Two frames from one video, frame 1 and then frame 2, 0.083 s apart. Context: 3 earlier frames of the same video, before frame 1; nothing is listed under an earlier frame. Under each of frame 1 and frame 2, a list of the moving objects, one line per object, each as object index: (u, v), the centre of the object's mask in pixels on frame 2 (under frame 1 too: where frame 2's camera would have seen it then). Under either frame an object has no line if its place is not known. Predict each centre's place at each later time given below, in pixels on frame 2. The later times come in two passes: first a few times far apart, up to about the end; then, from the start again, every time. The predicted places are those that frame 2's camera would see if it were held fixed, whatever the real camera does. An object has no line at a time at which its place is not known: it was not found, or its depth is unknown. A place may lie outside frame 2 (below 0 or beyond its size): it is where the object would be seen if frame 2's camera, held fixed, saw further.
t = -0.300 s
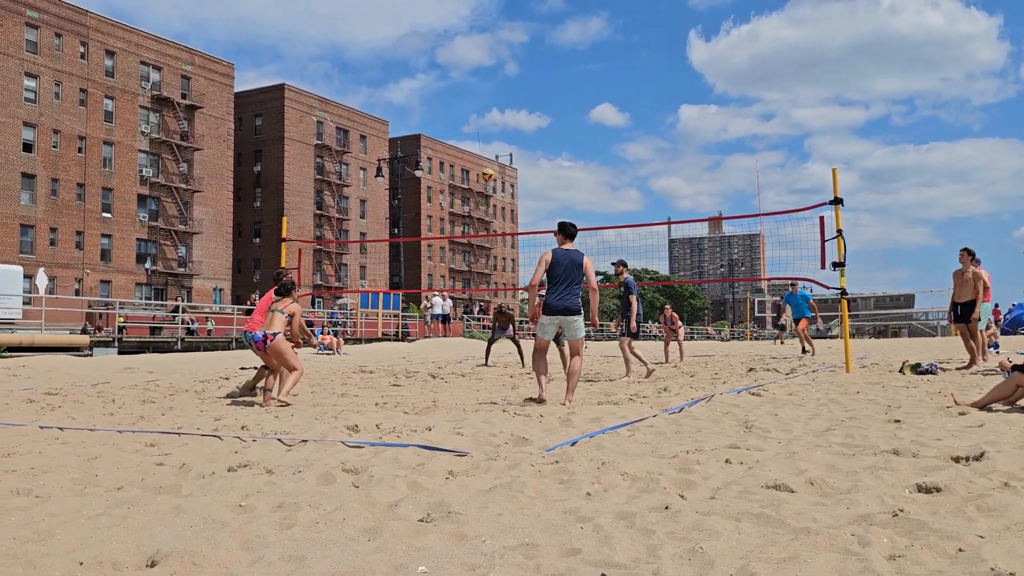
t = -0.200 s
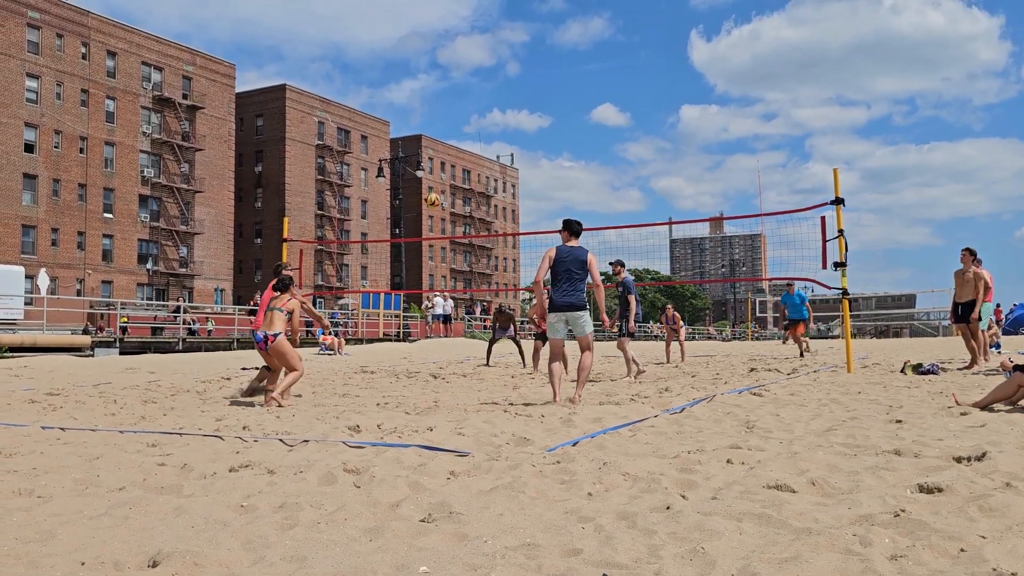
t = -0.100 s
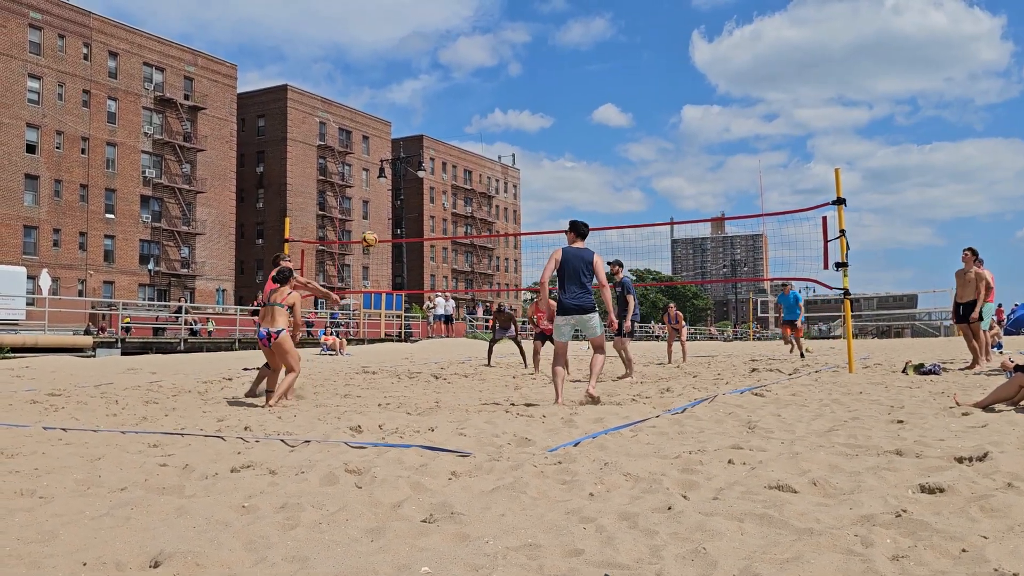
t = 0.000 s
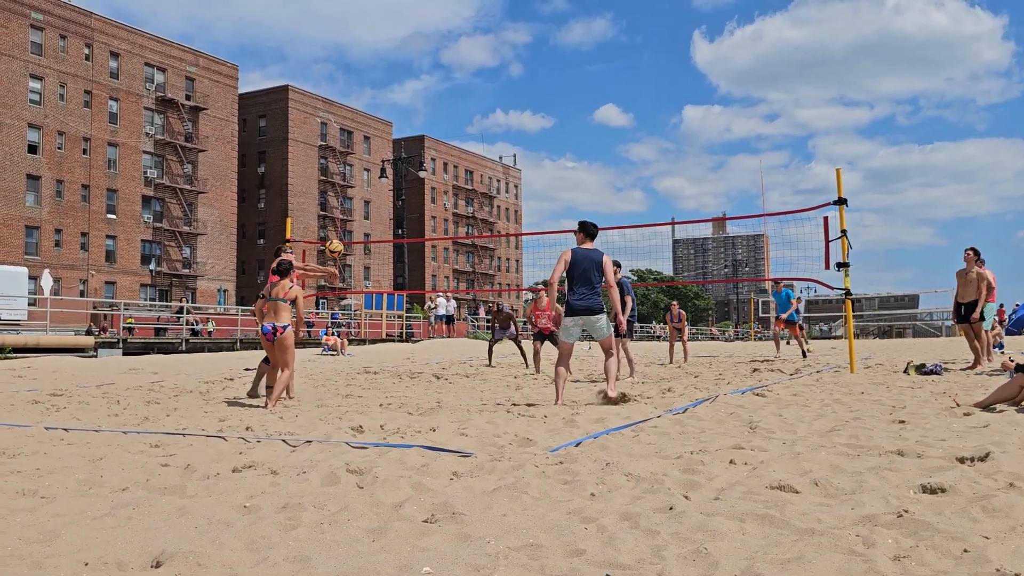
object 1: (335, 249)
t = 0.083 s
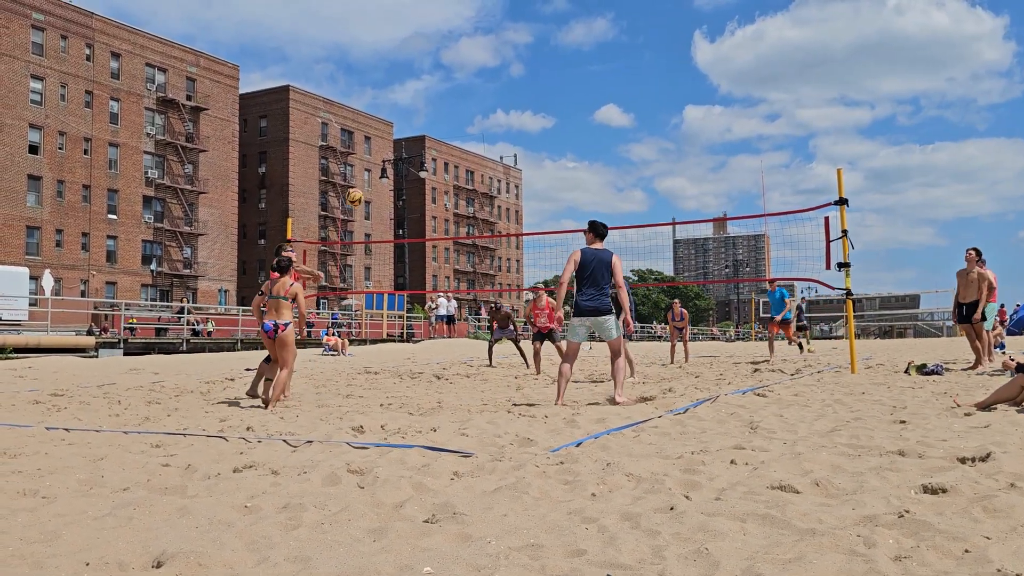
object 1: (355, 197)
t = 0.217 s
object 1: (385, 130)
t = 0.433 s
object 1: (433, 56)
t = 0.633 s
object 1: (476, 23)
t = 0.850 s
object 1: (521, 21)
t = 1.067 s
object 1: (564, 51)
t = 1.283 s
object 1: (607, 112)
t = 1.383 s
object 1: (626, 149)
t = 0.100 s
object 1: (358, 187)
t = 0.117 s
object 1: (362, 179)
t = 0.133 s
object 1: (366, 170)
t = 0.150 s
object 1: (370, 161)
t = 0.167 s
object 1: (374, 153)
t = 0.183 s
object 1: (378, 145)
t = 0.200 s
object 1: (381, 137)
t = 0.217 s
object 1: (385, 130)
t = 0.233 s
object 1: (389, 123)
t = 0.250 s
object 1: (393, 116)
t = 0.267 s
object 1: (396, 109)
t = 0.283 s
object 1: (400, 103)
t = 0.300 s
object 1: (404, 97)
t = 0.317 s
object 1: (408, 91)
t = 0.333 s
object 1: (411, 85)
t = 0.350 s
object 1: (415, 80)
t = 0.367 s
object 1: (419, 74)
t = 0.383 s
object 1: (422, 69)
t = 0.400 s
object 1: (426, 65)
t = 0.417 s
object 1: (430, 60)
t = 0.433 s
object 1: (433, 56)
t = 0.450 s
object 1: (437, 52)
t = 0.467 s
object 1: (440, 48)
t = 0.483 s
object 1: (444, 45)
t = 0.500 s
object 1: (448, 42)
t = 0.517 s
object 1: (451, 38)
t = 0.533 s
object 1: (455, 36)
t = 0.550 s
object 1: (459, 33)
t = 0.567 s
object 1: (462, 30)
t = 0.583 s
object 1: (466, 28)
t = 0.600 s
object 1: (469, 26)
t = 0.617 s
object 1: (473, 24)
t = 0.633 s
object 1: (476, 23)
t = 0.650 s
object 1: (480, 21)
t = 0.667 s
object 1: (483, 20)
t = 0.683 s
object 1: (487, 19)
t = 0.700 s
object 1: (490, 19)
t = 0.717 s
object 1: (494, 18)
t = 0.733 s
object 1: (497, 18)
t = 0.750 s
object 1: (501, 18)
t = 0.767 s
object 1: (504, 18)
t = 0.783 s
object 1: (508, 18)
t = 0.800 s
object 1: (511, 18)
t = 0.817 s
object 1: (514, 19)
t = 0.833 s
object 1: (518, 20)
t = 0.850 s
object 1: (521, 21)
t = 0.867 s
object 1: (525, 22)
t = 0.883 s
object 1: (528, 24)
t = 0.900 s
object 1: (531, 25)
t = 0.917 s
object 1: (534, 27)
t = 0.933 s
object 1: (538, 29)
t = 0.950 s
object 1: (541, 31)
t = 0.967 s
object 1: (545, 34)
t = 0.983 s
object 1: (548, 36)
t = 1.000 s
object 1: (551, 39)
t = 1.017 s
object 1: (555, 42)
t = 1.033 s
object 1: (558, 45)
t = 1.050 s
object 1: (561, 48)
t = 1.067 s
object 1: (564, 51)
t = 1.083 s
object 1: (568, 55)
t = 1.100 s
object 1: (571, 59)
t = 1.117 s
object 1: (574, 63)
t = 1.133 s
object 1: (578, 67)
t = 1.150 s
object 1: (581, 71)
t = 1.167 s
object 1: (584, 76)
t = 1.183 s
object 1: (587, 80)
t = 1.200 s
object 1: (591, 85)
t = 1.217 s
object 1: (594, 90)
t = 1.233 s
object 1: (597, 95)
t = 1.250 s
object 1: (600, 101)
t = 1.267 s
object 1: (604, 106)
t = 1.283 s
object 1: (607, 112)
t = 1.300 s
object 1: (610, 118)
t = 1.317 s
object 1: (613, 124)
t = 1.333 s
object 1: (617, 130)
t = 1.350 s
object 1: (620, 136)
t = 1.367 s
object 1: (623, 142)
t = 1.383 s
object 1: (626, 149)
